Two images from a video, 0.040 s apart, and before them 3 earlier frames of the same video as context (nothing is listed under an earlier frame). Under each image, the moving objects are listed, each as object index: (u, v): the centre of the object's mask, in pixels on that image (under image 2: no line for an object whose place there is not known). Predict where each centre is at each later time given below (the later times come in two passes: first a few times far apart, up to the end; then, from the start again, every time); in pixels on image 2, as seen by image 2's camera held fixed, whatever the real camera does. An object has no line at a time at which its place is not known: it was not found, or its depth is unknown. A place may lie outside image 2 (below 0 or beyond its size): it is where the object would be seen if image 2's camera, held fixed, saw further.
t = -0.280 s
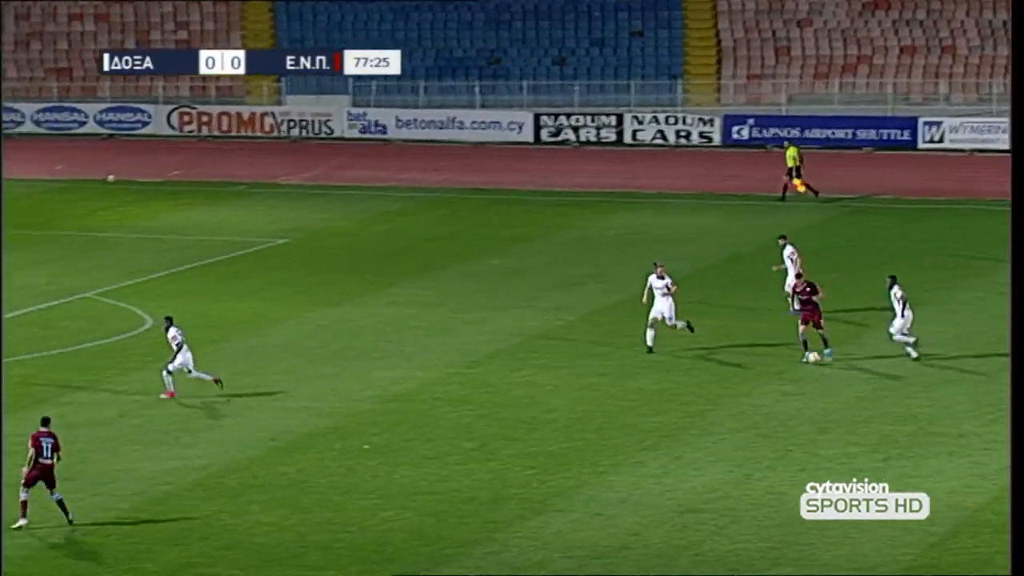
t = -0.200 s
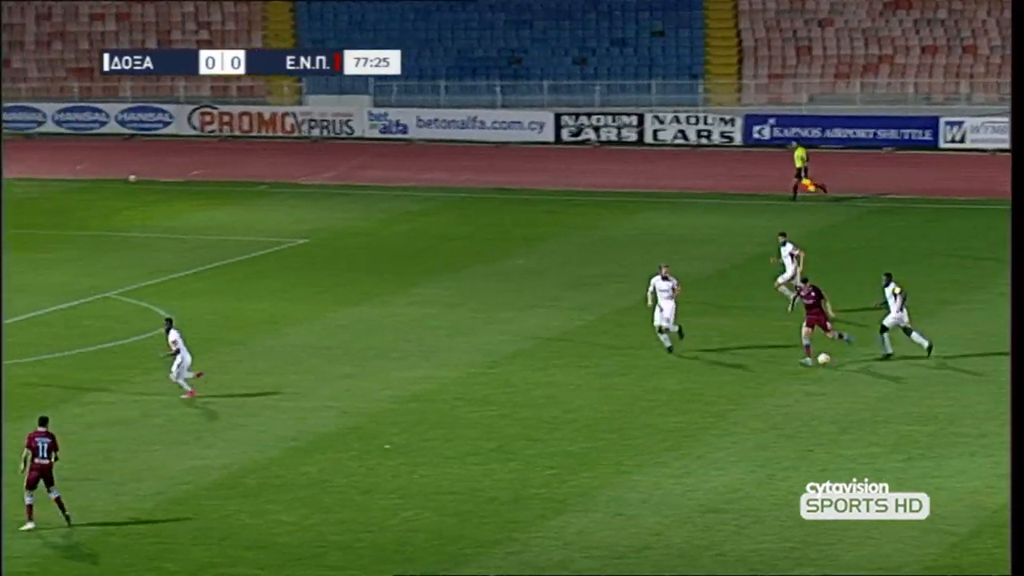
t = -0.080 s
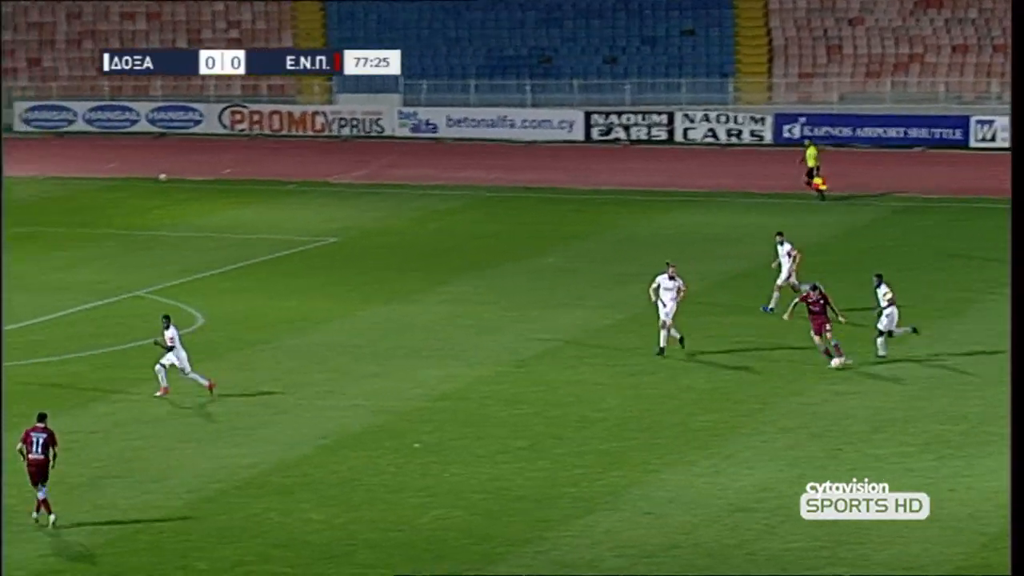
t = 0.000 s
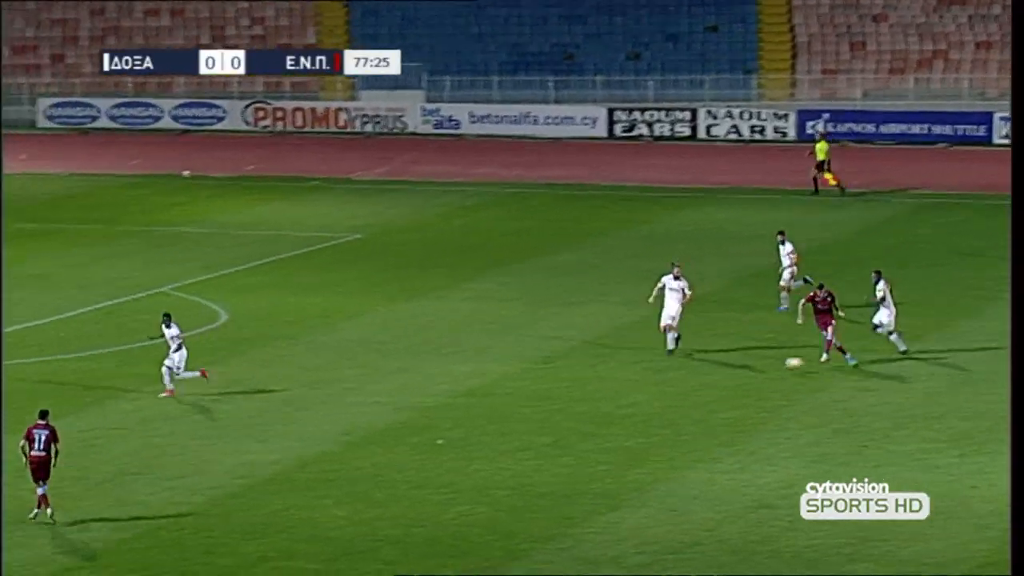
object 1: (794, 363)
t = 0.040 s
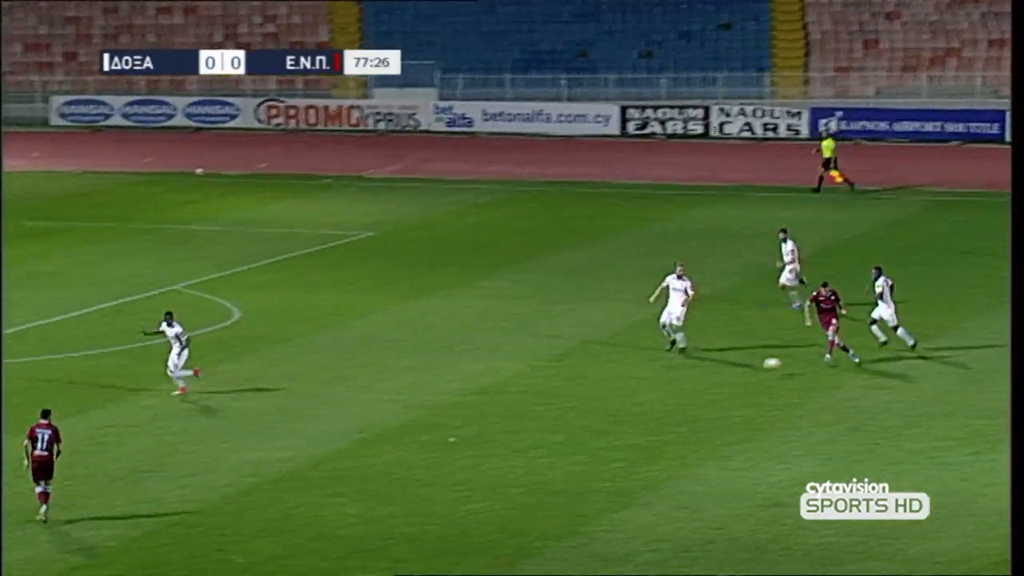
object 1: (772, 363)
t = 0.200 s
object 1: (636, 385)
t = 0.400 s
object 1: (485, 397)
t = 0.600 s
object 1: (335, 418)
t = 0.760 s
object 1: (210, 434)
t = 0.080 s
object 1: (739, 367)
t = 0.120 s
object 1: (711, 373)
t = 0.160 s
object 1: (676, 381)
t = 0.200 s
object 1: (636, 385)
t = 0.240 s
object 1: (606, 387)
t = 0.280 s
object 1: (577, 388)
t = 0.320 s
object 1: (547, 389)
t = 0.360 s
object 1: (520, 393)
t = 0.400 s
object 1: (485, 397)
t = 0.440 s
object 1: (454, 404)
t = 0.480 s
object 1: (420, 413)
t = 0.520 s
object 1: (390, 417)
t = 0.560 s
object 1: (368, 417)
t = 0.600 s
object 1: (335, 418)
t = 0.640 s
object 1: (298, 418)
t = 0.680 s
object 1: (275, 424)
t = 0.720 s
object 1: (239, 427)
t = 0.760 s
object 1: (210, 434)
